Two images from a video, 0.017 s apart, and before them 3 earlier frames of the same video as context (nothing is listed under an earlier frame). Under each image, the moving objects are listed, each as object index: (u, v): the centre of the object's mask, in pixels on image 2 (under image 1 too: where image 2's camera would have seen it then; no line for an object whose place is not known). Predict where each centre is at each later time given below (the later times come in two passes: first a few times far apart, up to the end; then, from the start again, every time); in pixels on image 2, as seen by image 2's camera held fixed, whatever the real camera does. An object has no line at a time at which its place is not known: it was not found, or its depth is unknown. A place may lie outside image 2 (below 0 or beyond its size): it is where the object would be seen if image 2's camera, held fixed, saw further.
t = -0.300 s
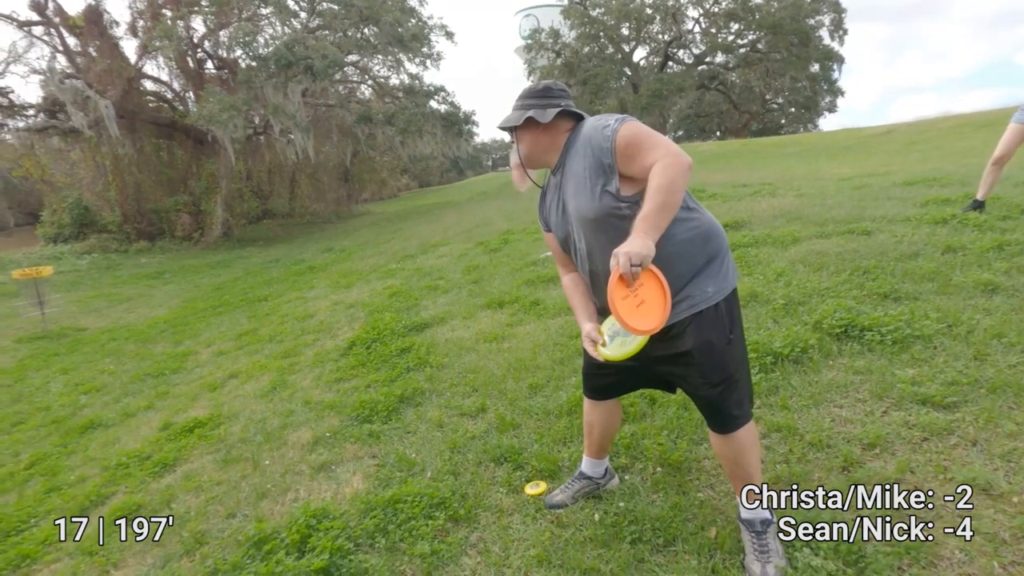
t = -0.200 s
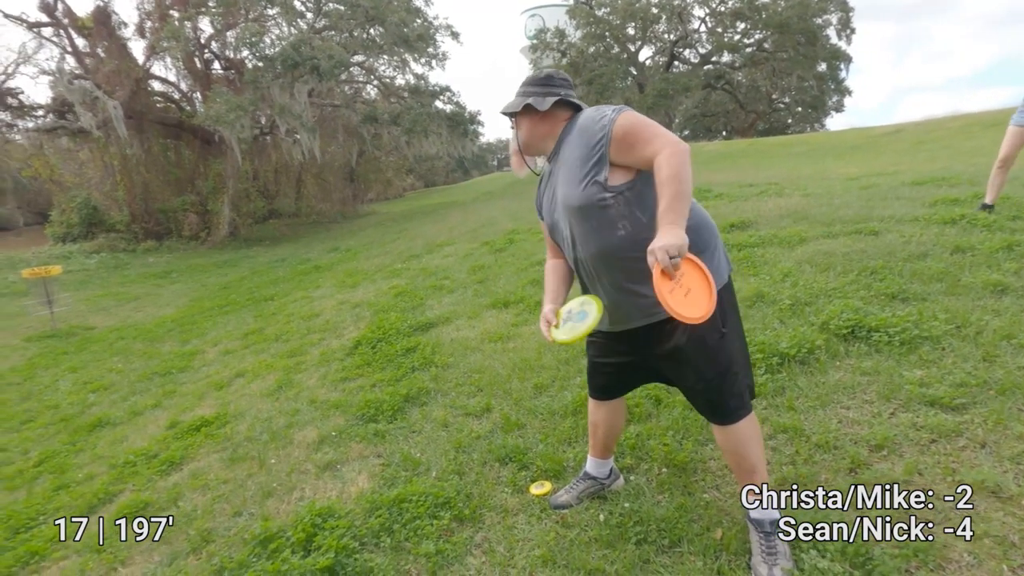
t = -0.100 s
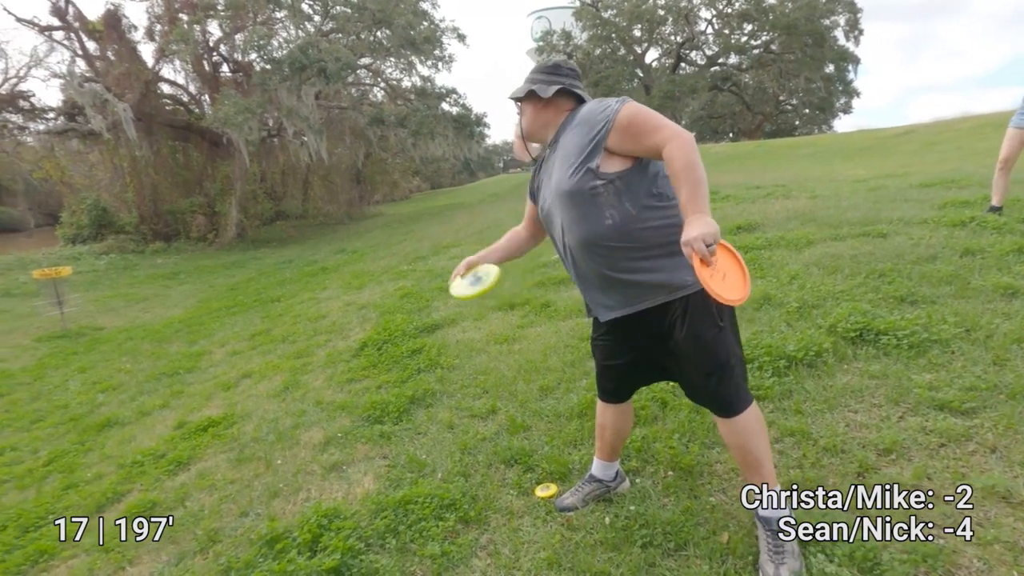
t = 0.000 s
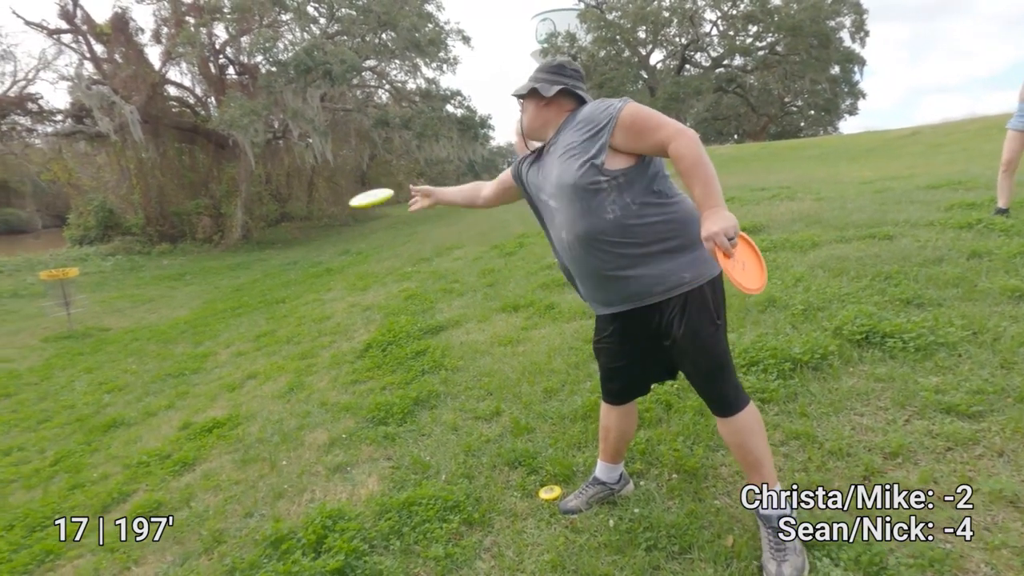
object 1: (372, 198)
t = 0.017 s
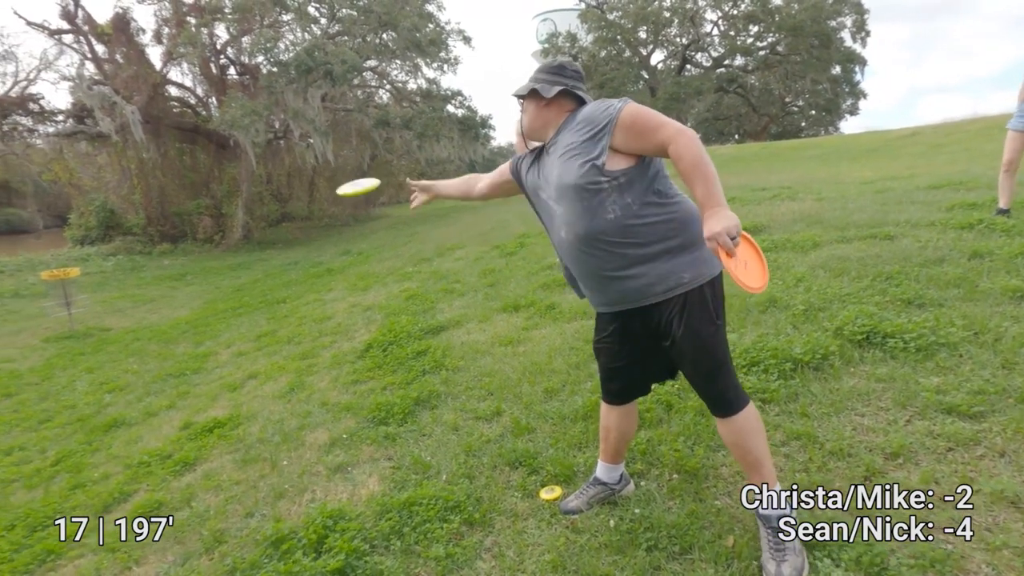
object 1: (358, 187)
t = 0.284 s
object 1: (230, 146)
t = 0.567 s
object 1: (174, 191)
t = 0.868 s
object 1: (128, 239)
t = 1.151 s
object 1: (76, 287)
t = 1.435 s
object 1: (1, 346)
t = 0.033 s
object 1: (345, 177)
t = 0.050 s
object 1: (333, 169)
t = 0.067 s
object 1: (322, 162)
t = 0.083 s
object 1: (312, 156)
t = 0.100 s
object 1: (302, 151)
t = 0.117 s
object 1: (294, 147)
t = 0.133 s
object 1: (285, 145)
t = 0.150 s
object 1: (278, 142)
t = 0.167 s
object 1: (270, 141)
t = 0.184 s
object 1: (263, 140)
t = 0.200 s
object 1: (257, 140)
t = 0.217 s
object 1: (251, 141)
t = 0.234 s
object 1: (245, 141)
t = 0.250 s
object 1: (240, 143)
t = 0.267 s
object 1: (235, 144)
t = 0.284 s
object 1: (230, 146)
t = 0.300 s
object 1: (226, 148)
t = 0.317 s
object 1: (222, 150)
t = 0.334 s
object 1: (218, 152)
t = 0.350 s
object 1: (214, 155)
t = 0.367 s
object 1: (209, 157)
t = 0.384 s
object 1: (207, 160)
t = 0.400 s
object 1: (203, 162)
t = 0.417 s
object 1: (200, 165)
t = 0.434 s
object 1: (197, 168)
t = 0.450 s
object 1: (194, 171)
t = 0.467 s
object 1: (191, 173)
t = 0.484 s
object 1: (188, 177)
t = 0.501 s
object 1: (185, 180)
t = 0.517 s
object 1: (182, 182)
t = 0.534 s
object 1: (179, 185)
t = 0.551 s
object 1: (177, 188)
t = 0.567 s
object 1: (174, 191)
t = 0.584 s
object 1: (172, 194)
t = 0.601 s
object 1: (169, 197)
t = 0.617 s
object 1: (167, 199)
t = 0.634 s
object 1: (164, 202)
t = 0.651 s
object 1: (162, 205)
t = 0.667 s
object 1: (159, 208)
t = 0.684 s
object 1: (157, 211)
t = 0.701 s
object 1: (154, 214)
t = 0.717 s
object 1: (152, 216)
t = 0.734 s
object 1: (149, 219)
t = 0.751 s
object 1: (146, 222)
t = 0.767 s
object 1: (144, 224)
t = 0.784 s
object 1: (141, 227)
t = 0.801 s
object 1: (138, 229)
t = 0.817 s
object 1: (136, 231)
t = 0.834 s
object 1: (133, 234)
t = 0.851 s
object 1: (130, 236)
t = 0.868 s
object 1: (128, 239)
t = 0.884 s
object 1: (125, 242)
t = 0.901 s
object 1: (122, 244)
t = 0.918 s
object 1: (119, 247)
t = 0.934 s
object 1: (116, 250)
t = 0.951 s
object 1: (114, 252)
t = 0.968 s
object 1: (111, 254)
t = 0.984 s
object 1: (108, 258)
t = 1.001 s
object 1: (105, 260)
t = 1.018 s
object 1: (102, 263)
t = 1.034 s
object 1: (98, 266)
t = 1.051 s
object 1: (95, 269)
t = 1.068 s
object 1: (93, 272)
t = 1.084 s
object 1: (89, 275)
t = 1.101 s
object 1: (86, 278)
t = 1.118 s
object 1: (83, 281)
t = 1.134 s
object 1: (79, 284)
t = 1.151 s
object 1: (76, 287)
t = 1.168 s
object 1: (72, 290)
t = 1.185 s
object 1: (68, 294)
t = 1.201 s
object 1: (64, 296)
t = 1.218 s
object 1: (60, 299)
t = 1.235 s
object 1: (56, 303)
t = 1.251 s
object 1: (52, 306)
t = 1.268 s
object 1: (48, 309)
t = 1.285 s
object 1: (44, 312)
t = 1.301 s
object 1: (39, 316)
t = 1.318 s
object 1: (35, 319)
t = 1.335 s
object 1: (30, 323)
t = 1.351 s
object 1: (26, 327)
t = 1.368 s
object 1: (21, 330)
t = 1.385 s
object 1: (16, 334)
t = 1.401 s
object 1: (11, 338)
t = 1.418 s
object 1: (6, 342)
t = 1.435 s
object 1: (1, 346)
